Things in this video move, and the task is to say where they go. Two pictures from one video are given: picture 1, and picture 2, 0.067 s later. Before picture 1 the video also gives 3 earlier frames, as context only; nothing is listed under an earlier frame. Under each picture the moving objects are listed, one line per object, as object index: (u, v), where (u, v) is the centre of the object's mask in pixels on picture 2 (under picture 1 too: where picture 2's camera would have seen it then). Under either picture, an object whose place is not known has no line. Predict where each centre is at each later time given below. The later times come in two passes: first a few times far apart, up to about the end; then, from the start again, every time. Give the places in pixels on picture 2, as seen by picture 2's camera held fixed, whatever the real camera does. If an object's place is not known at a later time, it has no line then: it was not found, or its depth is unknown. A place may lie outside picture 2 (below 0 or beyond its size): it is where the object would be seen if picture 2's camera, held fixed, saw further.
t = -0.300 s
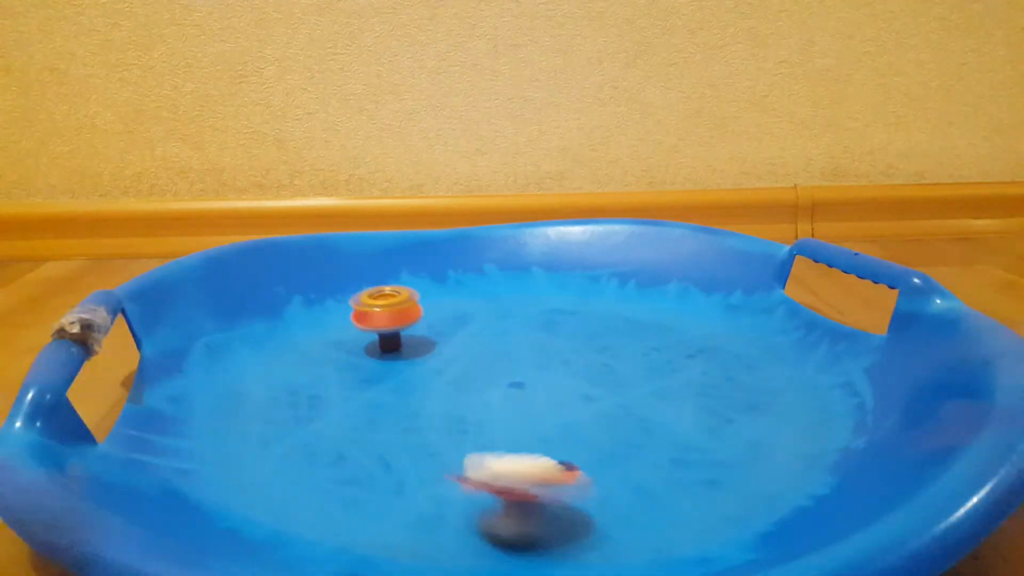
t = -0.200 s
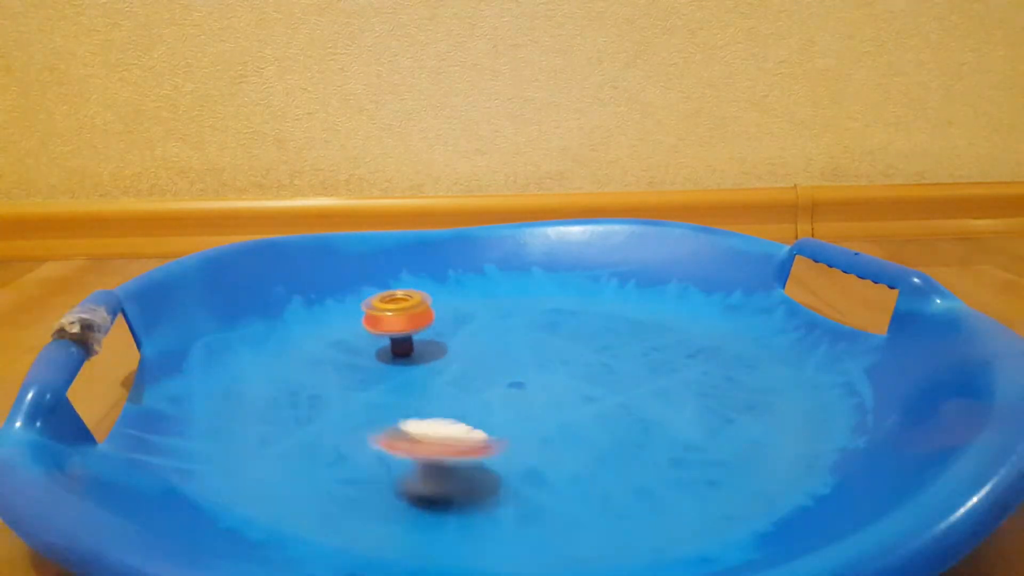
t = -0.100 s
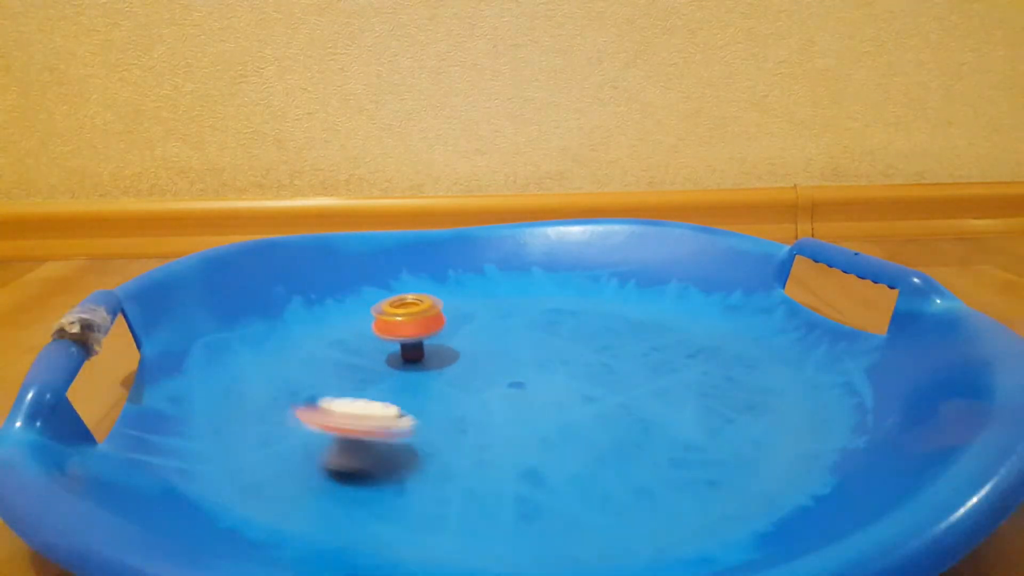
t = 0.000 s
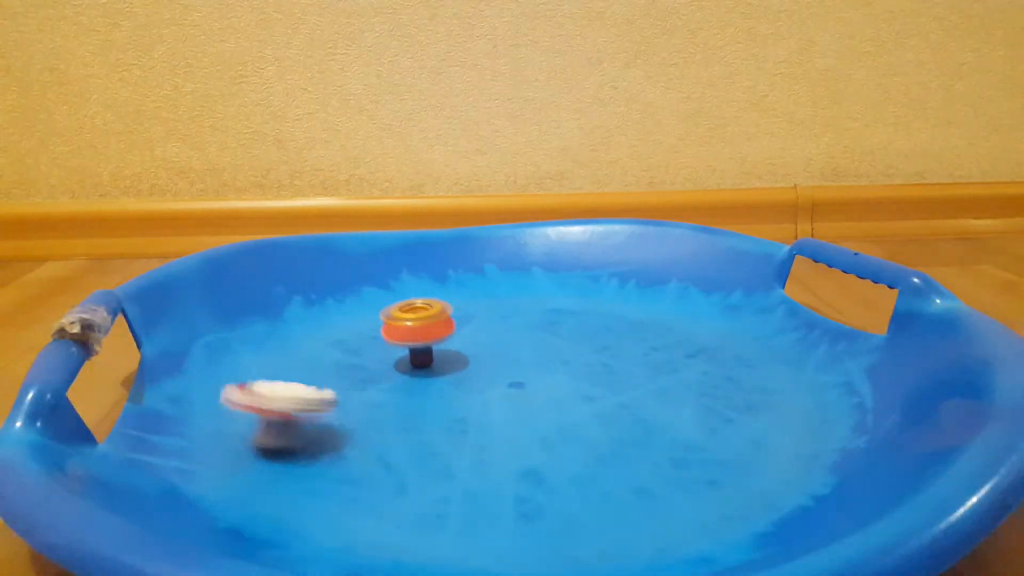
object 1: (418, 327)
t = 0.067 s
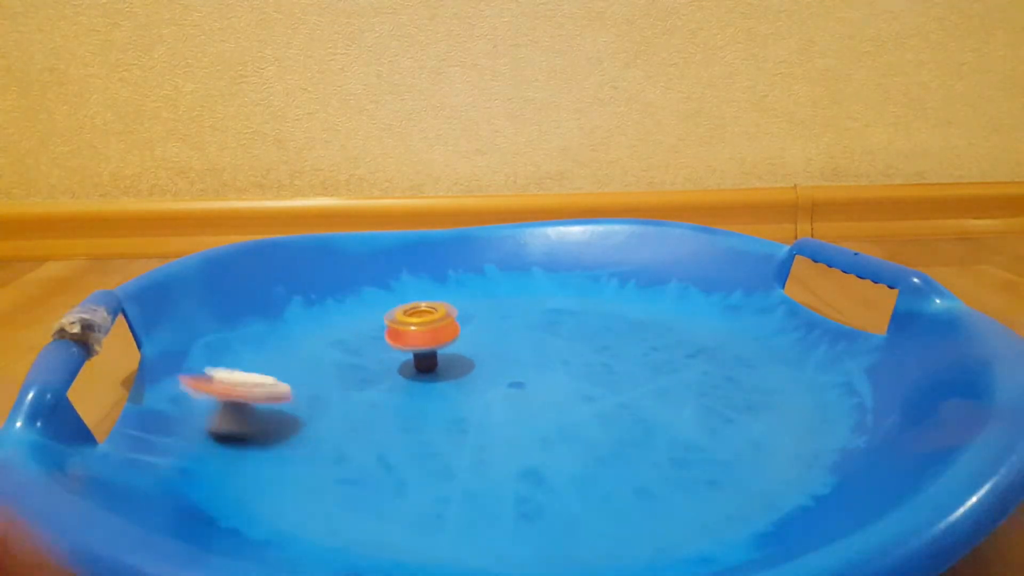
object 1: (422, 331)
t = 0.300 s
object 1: (430, 346)
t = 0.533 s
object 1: (425, 360)
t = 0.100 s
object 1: (424, 333)
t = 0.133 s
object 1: (425, 335)
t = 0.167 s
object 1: (427, 337)
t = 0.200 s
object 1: (428, 340)
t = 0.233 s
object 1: (429, 342)
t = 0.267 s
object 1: (430, 344)
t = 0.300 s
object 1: (430, 346)
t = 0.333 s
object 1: (430, 348)
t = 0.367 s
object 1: (430, 350)
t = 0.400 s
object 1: (430, 352)
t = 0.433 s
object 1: (429, 354)
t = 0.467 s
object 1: (428, 356)
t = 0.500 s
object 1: (427, 358)
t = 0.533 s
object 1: (425, 360)
